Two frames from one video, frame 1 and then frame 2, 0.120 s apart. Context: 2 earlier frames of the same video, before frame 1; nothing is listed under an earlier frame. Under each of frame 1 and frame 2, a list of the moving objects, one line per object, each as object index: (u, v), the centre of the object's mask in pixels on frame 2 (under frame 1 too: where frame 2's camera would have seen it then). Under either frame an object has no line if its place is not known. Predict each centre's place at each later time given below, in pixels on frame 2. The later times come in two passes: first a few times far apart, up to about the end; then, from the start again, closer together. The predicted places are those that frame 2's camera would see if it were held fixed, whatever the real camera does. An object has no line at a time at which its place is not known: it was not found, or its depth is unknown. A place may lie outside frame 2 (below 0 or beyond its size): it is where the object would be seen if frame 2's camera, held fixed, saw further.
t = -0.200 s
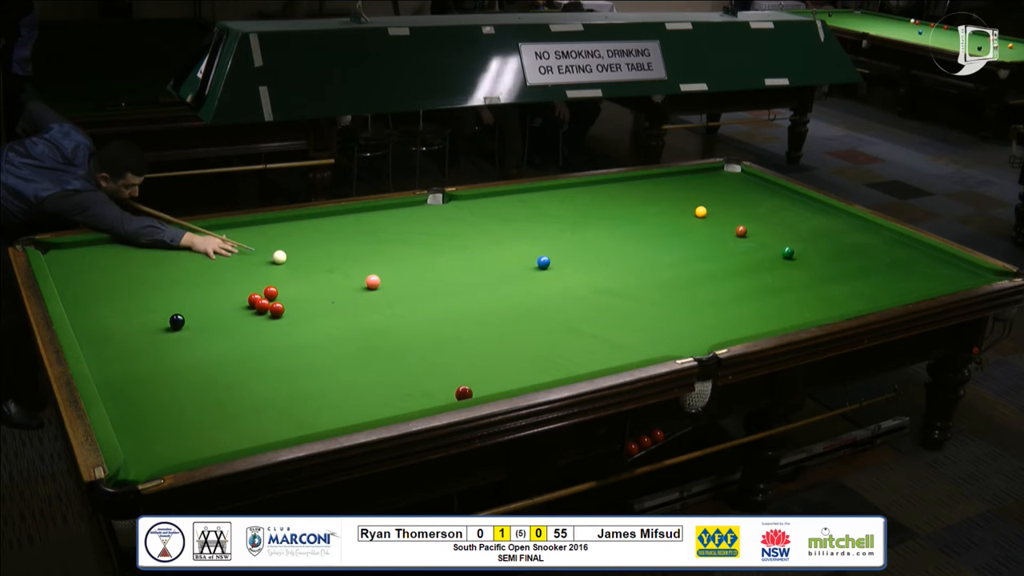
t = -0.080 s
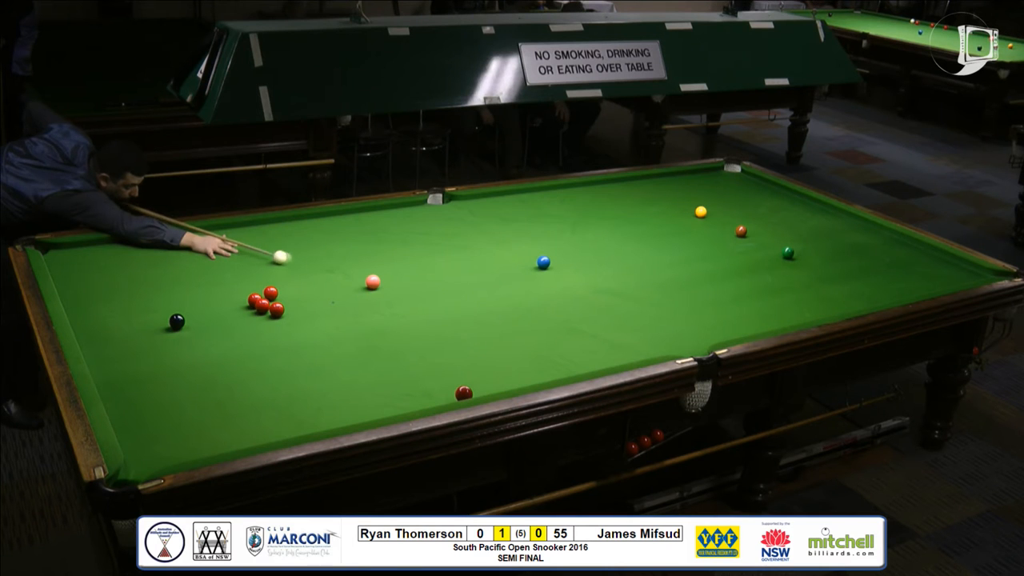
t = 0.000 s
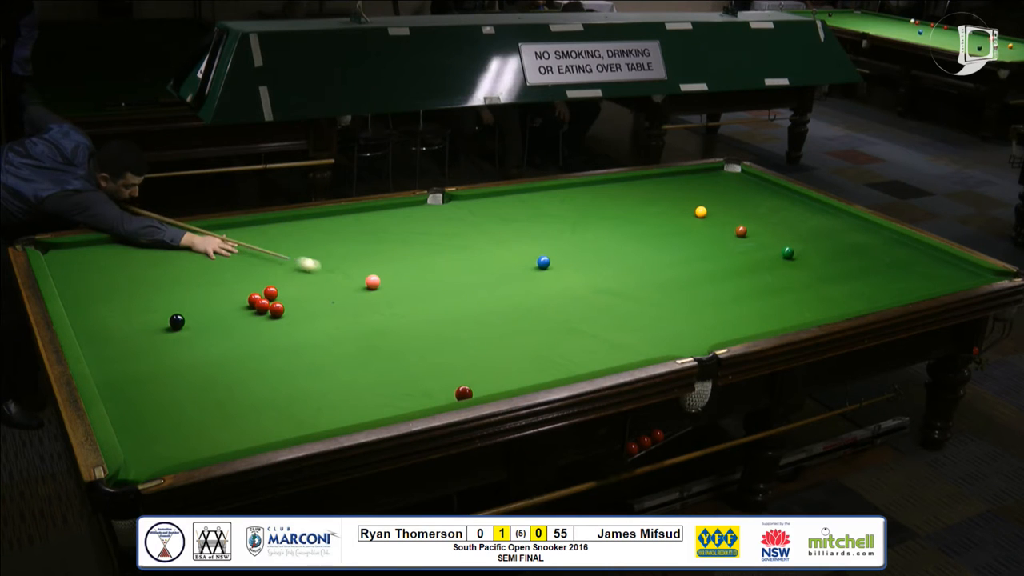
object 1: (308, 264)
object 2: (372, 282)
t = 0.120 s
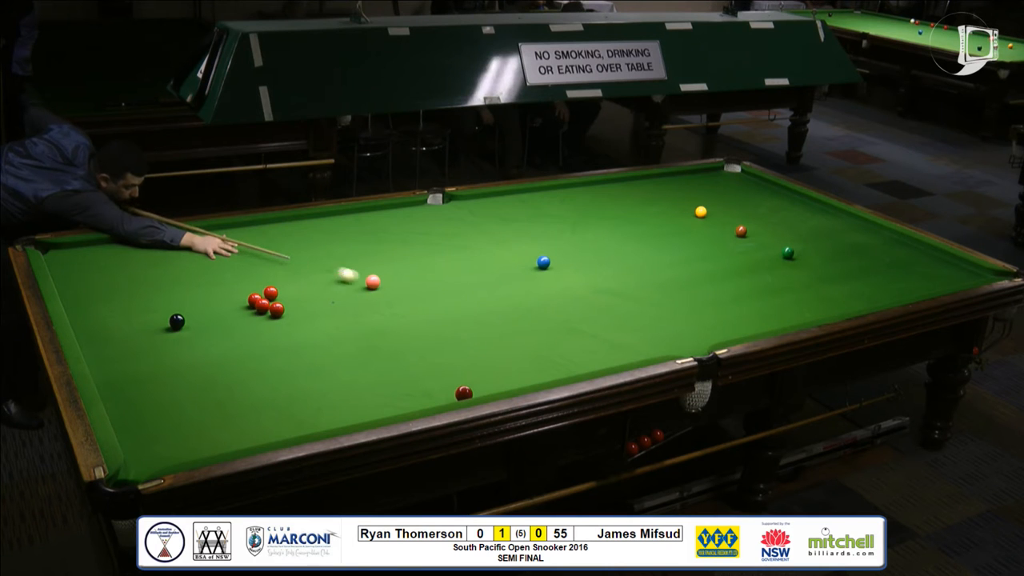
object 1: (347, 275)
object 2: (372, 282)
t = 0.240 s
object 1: (361, 280)
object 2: (394, 287)
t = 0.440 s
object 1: (372, 286)
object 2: (441, 297)
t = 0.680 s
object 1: (386, 292)
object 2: (492, 309)
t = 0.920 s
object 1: (399, 298)
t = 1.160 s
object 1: (411, 304)
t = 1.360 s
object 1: (420, 308)
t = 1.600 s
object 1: (431, 313)
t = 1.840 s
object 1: (440, 317)
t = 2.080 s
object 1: (449, 321)
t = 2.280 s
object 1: (455, 324)
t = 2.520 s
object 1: (461, 327)
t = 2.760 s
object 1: (466, 330)
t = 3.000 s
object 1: (470, 332)
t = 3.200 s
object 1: (473, 333)
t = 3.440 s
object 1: (475, 334)
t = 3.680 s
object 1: (476, 334)
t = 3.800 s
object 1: (476, 334)
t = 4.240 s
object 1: (473, 333)
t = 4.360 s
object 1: (476, 334)
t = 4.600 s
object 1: (476, 334)
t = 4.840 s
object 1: (476, 334)
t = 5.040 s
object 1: (476, 334)
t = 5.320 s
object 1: (475, 334)
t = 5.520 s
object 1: (476, 334)
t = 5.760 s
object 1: (472, 333)
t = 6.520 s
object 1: (481, 331)
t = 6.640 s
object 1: (476, 334)
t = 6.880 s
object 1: (476, 334)
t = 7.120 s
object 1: (476, 334)
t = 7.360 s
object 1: (475, 334)
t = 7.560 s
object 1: (475, 334)
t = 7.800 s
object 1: (475, 334)
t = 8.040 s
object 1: (475, 334)
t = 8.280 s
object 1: (475, 334)
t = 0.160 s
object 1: (359, 278)
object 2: (373, 282)
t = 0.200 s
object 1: (360, 279)
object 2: (383, 284)
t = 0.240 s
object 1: (361, 280)
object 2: (394, 287)
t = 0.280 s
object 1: (363, 281)
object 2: (405, 289)
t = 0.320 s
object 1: (365, 282)
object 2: (415, 291)
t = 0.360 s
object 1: (367, 283)
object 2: (424, 293)
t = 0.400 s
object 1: (370, 284)
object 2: (432, 295)
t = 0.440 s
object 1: (372, 286)
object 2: (441, 297)
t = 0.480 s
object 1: (374, 287)
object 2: (449, 299)
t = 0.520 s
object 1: (376, 288)
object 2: (457, 301)
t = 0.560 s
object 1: (379, 289)
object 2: (466, 303)
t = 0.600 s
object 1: (381, 290)
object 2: (475, 305)
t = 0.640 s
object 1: (383, 291)
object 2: (483, 307)
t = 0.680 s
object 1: (386, 292)
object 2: (492, 309)
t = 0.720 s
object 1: (388, 293)
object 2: (500, 311)
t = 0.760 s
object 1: (390, 294)
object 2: (509, 312)
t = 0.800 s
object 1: (392, 295)
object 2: (517, 314)
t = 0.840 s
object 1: (394, 296)
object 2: (526, 316)
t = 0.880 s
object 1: (396, 297)
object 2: (534, 318)
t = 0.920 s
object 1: (399, 298)
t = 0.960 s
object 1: (400, 299)
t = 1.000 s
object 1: (403, 300)
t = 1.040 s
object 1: (405, 301)
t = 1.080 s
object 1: (407, 302)
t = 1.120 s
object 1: (409, 303)
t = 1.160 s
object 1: (411, 304)
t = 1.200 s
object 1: (413, 305)
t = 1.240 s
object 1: (414, 306)
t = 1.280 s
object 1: (416, 307)
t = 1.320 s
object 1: (418, 307)
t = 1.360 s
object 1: (420, 308)
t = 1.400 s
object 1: (422, 309)
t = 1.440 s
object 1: (424, 310)
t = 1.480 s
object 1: (426, 311)
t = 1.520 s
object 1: (427, 311)
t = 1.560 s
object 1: (429, 312)
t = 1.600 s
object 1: (431, 313)
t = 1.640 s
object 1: (432, 314)
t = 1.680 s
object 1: (434, 314)
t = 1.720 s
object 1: (436, 315)
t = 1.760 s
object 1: (437, 316)
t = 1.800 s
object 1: (439, 317)
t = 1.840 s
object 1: (440, 317)
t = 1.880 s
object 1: (442, 318)
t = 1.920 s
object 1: (443, 319)
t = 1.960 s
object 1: (445, 320)
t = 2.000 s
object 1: (446, 320)
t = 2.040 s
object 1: (447, 321)
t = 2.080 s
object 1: (449, 321)
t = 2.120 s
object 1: (450, 322)
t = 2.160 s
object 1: (451, 323)
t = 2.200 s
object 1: (453, 323)
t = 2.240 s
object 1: (454, 324)
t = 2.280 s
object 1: (455, 324)
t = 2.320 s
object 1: (456, 325)
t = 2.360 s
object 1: (457, 325)
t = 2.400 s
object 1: (458, 326)
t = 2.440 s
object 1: (459, 326)
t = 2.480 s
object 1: (461, 327)
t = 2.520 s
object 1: (461, 327)
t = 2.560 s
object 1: (462, 328)
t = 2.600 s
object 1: (463, 328)
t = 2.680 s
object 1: (465, 329)
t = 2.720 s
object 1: (466, 329)
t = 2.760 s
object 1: (466, 330)
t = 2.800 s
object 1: (467, 330)
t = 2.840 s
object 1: (468, 330)
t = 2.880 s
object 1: (469, 331)
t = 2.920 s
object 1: (469, 331)
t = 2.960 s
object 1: (470, 332)
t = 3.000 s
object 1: (470, 332)
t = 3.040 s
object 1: (471, 332)
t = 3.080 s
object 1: (472, 332)
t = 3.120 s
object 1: (472, 332)
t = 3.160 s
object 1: (473, 333)
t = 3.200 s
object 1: (473, 333)
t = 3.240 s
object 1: (473, 333)
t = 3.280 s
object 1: (474, 333)
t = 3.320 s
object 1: (474, 334)
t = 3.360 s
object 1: (474, 334)
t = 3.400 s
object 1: (475, 333)
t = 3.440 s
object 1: (475, 334)
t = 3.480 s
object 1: (475, 334)
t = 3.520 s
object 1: (475, 334)
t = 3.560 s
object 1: (475, 334)
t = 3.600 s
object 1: (475, 334)
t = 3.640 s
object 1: (476, 334)
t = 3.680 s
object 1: (476, 334)
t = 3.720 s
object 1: (476, 334)
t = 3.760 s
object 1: (476, 334)
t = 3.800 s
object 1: (476, 334)
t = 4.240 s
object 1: (473, 333)
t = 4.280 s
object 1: (476, 334)
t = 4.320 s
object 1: (476, 334)
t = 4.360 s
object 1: (476, 334)
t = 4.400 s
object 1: (476, 334)
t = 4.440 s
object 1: (476, 334)
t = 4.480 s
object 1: (476, 334)
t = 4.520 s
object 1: (476, 334)
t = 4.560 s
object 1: (476, 334)
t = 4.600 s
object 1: (476, 334)
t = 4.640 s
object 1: (476, 334)
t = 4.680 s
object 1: (476, 334)
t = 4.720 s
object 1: (476, 334)
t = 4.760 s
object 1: (476, 334)
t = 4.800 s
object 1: (476, 334)
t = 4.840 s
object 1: (476, 334)
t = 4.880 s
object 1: (476, 334)
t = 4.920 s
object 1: (476, 334)
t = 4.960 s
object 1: (476, 334)
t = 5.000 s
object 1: (476, 334)
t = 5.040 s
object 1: (476, 334)
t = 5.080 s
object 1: (476, 334)
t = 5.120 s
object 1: (476, 335)
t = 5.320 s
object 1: (475, 334)
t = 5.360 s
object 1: (476, 334)
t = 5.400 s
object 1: (476, 334)
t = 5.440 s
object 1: (476, 334)
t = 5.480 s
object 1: (476, 334)
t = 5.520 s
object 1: (476, 334)
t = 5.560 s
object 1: (476, 334)
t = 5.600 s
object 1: (476, 334)
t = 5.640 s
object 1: (475, 334)
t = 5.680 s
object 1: (476, 334)
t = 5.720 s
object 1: (475, 334)
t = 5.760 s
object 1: (472, 333)
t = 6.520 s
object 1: (481, 331)
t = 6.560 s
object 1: (478, 334)
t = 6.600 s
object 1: (476, 334)
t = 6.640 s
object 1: (476, 334)
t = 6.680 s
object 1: (476, 334)
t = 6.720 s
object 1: (476, 334)
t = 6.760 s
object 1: (476, 334)
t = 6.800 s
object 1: (476, 334)
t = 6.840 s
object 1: (476, 334)
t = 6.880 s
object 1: (476, 334)
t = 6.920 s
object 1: (476, 334)
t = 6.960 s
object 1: (476, 334)
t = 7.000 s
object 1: (476, 334)
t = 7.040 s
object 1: (476, 334)
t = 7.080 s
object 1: (476, 334)
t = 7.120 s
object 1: (476, 334)
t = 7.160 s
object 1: (476, 334)
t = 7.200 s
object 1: (476, 334)
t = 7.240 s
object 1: (476, 334)
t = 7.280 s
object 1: (476, 334)
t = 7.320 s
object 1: (475, 334)
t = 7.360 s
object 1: (475, 334)
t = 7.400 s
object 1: (475, 334)
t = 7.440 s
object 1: (475, 334)
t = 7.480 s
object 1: (475, 334)
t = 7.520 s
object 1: (475, 334)
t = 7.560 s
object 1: (475, 334)
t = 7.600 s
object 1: (475, 334)
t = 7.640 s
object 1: (475, 334)
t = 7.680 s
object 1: (475, 334)
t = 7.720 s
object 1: (475, 334)
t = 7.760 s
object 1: (475, 334)
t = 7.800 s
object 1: (475, 334)
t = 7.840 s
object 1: (475, 334)
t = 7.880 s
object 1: (475, 334)
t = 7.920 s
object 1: (475, 334)
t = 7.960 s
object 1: (475, 334)
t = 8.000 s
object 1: (476, 334)
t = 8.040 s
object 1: (475, 334)
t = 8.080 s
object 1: (475, 334)
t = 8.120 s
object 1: (475, 334)
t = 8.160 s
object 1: (475, 334)
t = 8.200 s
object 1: (475, 334)
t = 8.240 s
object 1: (475, 334)
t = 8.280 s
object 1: (475, 334)
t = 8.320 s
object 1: (475, 334)
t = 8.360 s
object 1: (475, 334)
